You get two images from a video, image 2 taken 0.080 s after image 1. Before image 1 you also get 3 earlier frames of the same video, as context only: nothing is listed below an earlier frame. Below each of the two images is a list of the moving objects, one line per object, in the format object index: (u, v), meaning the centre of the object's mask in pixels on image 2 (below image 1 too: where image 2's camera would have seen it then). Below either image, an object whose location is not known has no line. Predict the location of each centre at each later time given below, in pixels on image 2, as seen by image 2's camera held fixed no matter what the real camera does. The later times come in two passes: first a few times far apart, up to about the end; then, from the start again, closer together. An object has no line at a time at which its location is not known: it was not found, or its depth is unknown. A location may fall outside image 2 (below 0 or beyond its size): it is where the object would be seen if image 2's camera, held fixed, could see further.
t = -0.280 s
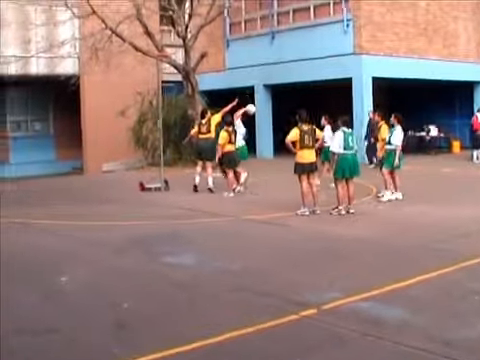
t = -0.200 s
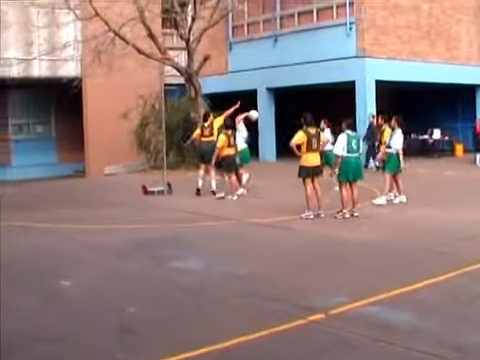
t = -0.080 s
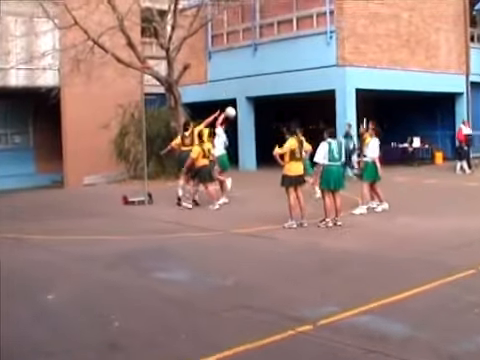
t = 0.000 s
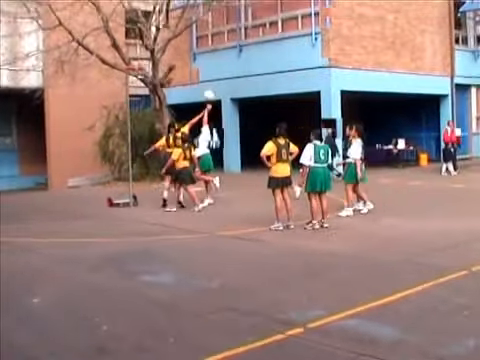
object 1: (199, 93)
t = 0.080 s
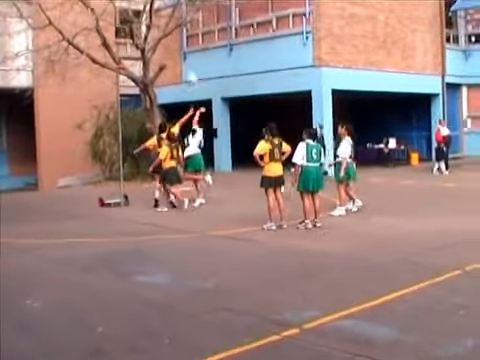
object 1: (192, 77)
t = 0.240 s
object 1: (177, 55)
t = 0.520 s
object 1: (153, 42)
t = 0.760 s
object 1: (133, 61)
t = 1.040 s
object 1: (113, 115)
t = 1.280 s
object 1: (96, 191)
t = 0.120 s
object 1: (188, 71)
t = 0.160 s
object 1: (185, 65)
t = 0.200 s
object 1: (180, 59)
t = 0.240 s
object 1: (177, 55)
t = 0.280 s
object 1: (174, 50)
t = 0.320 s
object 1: (170, 47)
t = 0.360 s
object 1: (167, 46)
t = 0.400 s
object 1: (164, 43)
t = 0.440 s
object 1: (160, 43)
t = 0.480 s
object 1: (156, 42)
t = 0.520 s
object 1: (153, 42)
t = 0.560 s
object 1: (148, 44)
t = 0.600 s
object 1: (145, 46)
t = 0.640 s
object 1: (142, 49)
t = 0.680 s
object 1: (138, 53)
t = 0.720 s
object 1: (136, 56)
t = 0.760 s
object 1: (133, 61)
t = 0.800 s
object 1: (131, 66)
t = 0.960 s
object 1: (118, 96)
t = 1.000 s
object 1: (115, 106)
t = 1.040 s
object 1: (113, 115)
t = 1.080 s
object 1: (110, 126)
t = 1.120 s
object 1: (107, 137)
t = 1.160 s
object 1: (104, 150)
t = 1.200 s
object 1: (102, 163)
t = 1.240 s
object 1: (99, 176)
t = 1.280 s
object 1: (96, 191)
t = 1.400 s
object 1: (90, 183)
